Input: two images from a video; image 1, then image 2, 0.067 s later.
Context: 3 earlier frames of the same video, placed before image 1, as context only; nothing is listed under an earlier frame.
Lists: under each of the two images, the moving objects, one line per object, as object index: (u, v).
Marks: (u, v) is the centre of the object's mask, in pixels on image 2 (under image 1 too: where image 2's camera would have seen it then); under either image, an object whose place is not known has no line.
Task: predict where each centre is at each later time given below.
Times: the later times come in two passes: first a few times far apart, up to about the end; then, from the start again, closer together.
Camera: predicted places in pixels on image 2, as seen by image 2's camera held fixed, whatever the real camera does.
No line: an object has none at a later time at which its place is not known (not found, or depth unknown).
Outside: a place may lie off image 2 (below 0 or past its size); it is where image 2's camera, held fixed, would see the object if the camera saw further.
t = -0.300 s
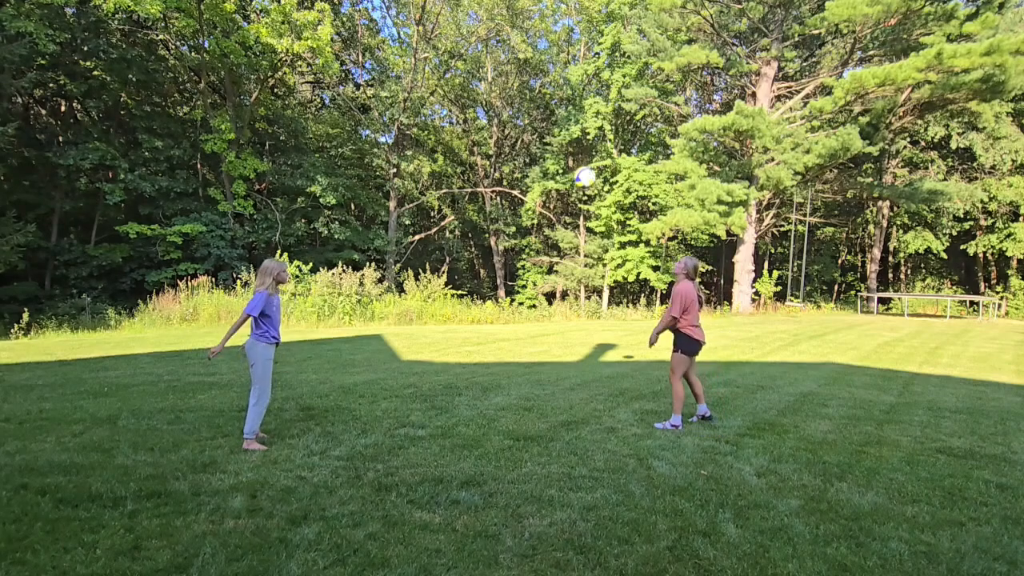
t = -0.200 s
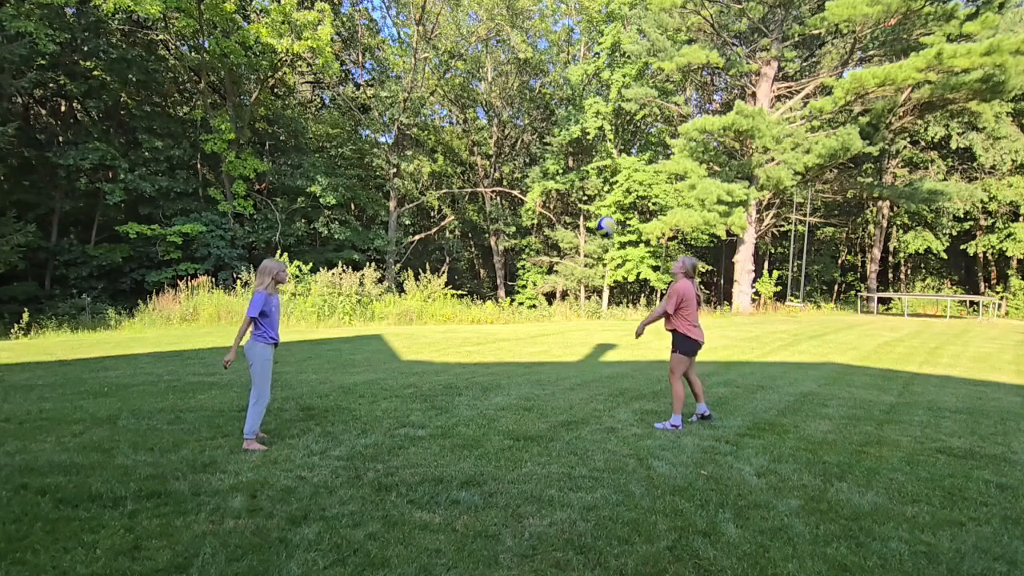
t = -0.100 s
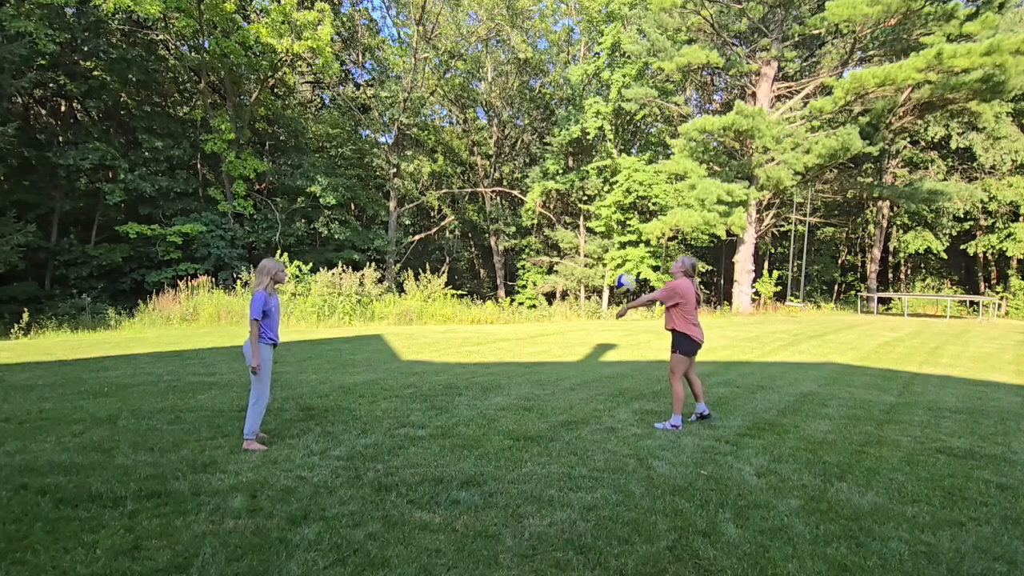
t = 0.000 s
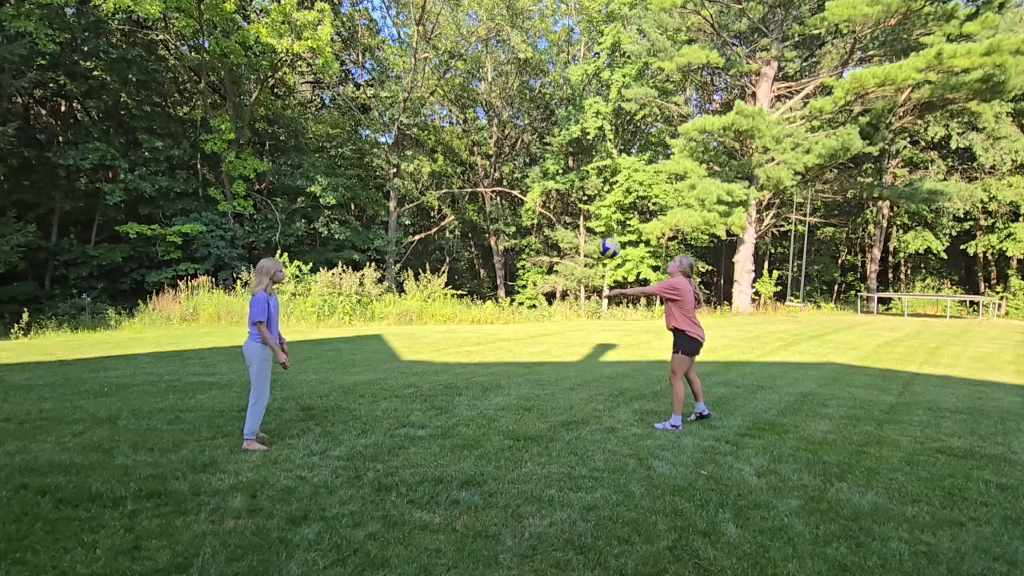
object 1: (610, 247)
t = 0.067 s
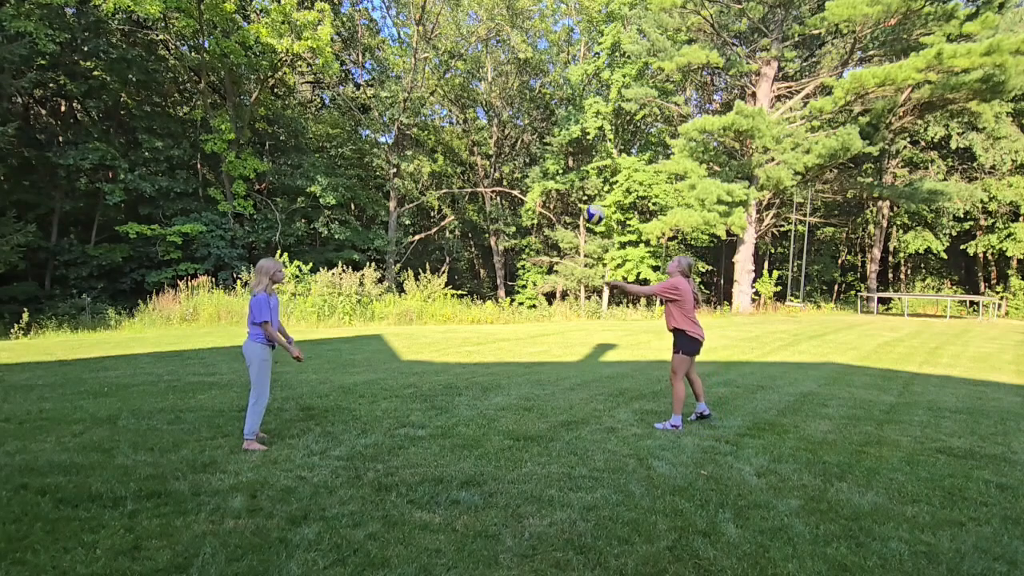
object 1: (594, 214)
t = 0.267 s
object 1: (545, 136)
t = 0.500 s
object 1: (481, 96)
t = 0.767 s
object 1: (403, 122)
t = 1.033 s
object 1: (321, 233)
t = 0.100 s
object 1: (586, 198)
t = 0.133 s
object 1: (579, 183)
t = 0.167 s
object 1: (570, 171)
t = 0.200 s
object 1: (562, 158)
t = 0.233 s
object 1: (553, 147)
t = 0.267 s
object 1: (545, 136)
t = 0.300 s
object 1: (537, 127)
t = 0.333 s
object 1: (528, 118)
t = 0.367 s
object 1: (519, 112)
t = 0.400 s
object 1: (510, 107)
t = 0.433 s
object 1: (500, 102)
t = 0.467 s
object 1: (491, 98)
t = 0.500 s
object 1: (481, 96)
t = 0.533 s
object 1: (472, 95)
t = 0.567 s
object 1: (462, 95)
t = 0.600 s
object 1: (453, 96)
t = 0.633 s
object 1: (443, 98)
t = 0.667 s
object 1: (433, 102)
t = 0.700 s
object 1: (423, 107)
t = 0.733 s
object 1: (413, 114)
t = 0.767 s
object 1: (403, 122)
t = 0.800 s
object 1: (393, 132)
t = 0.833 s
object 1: (383, 141)
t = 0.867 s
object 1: (372, 153)
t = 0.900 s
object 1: (363, 167)
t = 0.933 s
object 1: (352, 181)
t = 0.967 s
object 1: (342, 197)
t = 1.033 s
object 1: (321, 233)
